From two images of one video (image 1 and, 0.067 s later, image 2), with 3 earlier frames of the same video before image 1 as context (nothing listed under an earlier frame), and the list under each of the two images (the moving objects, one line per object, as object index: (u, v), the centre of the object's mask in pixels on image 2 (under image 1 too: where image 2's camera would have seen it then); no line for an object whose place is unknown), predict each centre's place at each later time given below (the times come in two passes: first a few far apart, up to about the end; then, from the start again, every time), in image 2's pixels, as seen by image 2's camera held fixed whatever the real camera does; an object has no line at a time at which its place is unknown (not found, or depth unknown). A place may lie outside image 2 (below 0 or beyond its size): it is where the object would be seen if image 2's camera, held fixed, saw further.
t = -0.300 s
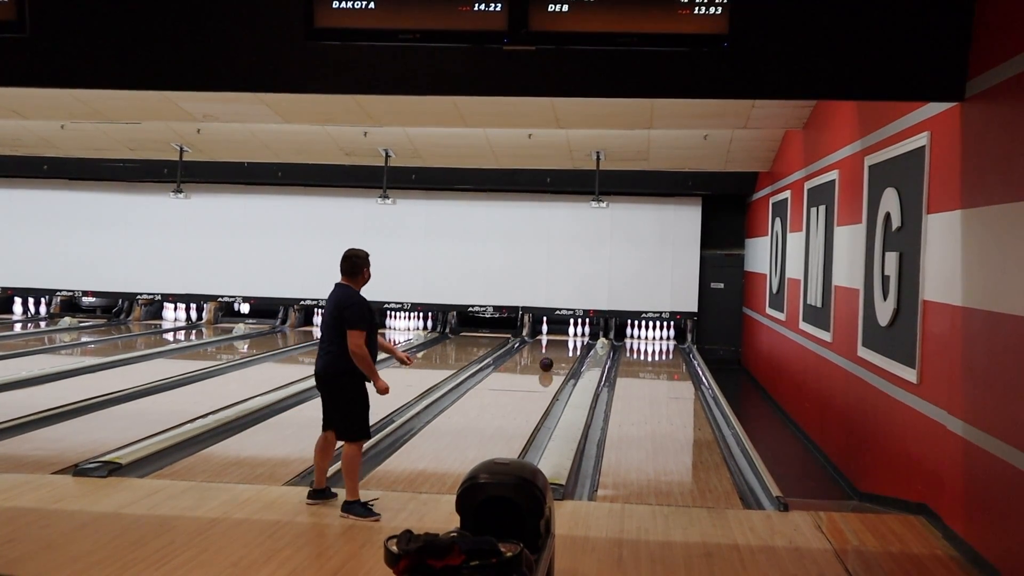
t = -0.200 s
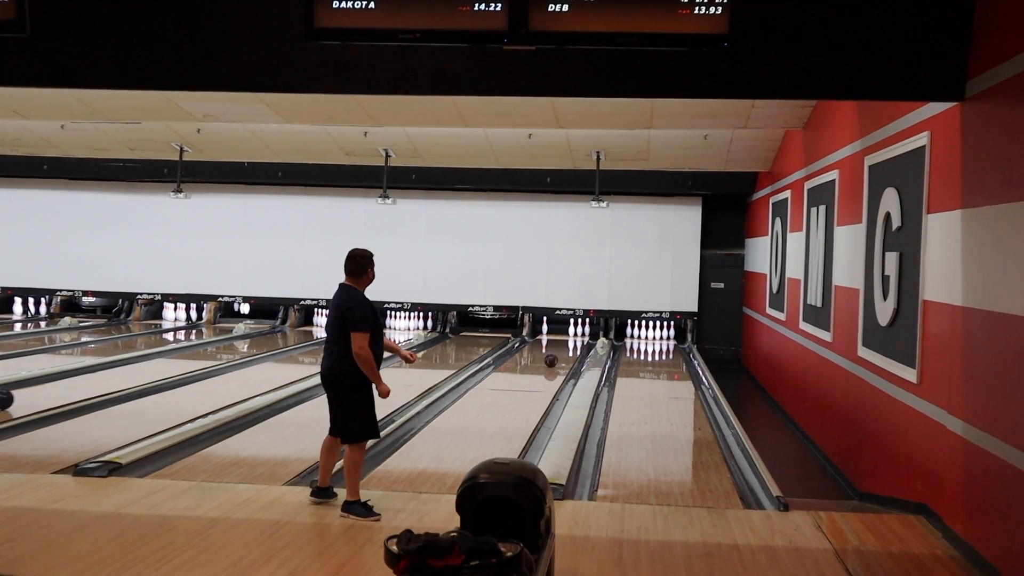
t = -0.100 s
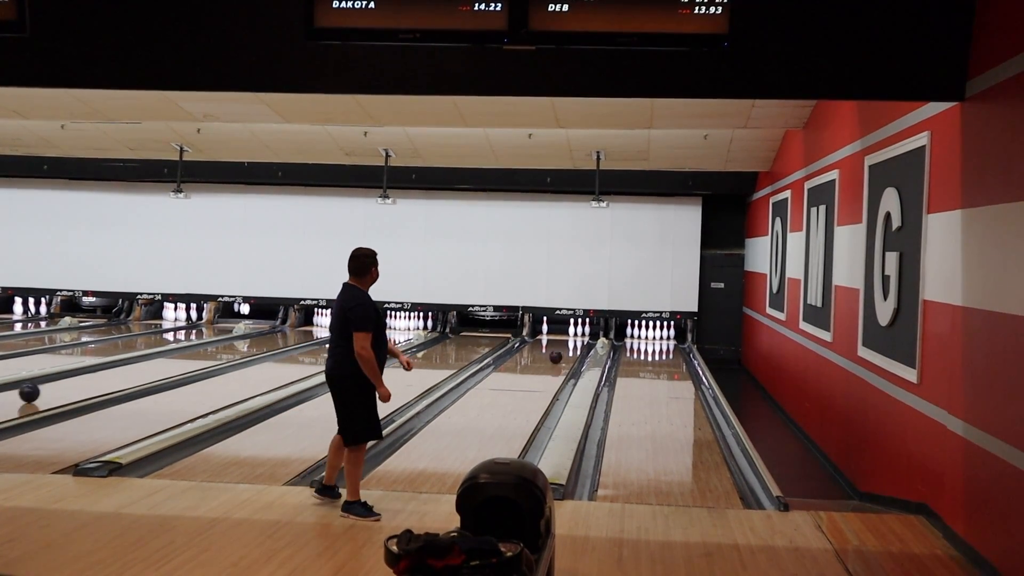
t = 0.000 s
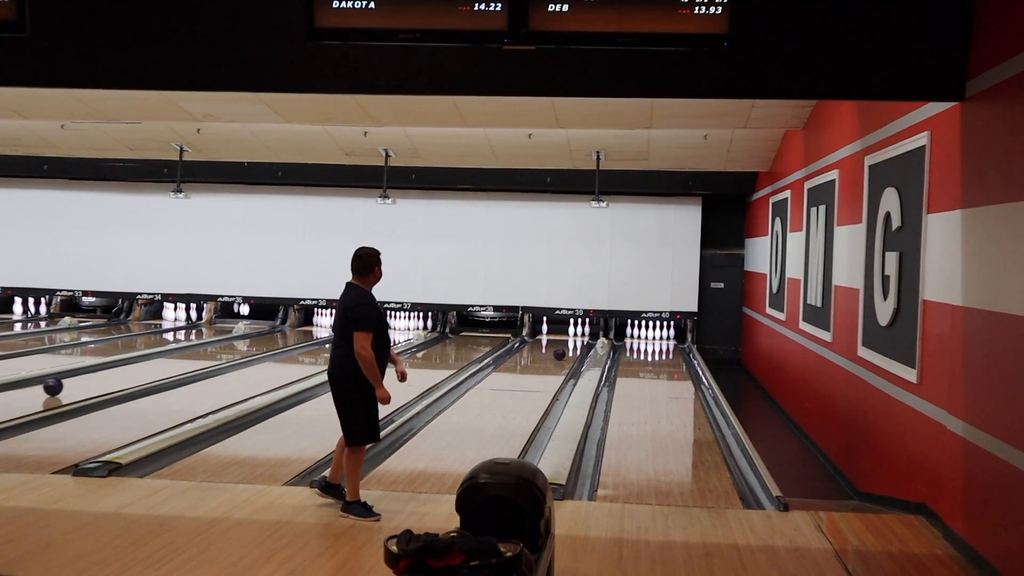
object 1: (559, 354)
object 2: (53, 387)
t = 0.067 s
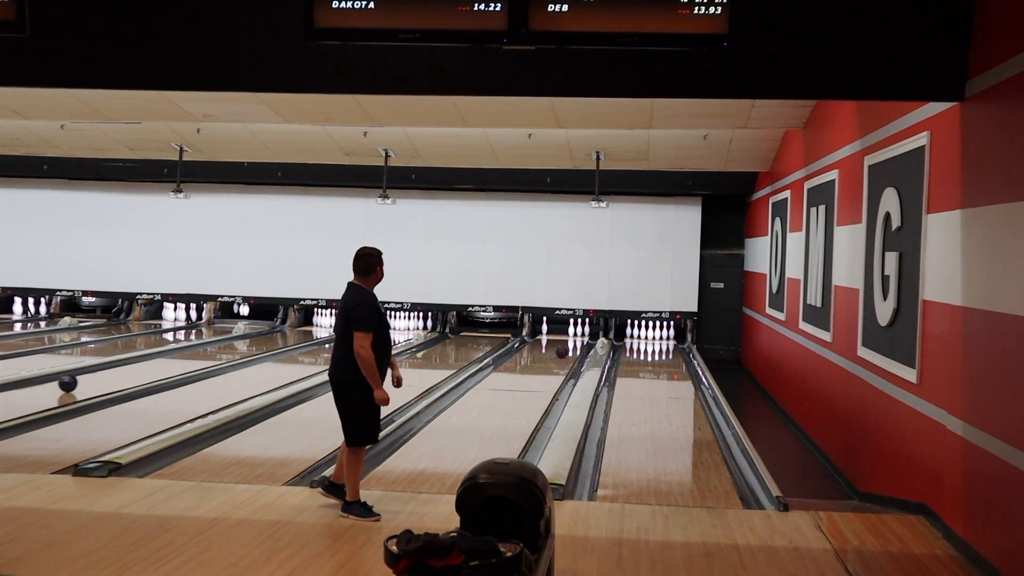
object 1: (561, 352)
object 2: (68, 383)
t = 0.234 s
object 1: (566, 347)
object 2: (101, 375)
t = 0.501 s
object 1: (571, 342)
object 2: (146, 364)
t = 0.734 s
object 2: (180, 355)
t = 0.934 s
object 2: (205, 350)
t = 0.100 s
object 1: (562, 351)
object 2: (75, 382)
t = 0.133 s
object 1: (563, 350)
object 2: (81, 380)
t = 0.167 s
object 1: (564, 349)
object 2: (88, 378)
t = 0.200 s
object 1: (565, 348)
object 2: (95, 377)
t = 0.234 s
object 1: (566, 347)
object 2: (101, 375)
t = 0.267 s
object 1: (567, 346)
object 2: (107, 373)
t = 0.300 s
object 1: (568, 345)
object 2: (114, 372)
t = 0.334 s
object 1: (569, 345)
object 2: (119, 370)
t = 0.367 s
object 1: (570, 344)
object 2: (125, 369)
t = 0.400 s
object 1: (570, 343)
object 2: (131, 367)
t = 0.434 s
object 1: (570, 342)
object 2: (136, 366)
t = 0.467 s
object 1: (571, 342)
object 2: (142, 365)
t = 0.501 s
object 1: (571, 342)
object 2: (146, 364)
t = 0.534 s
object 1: (571, 340)
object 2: (152, 363)
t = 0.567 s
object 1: (572, 340)
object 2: (157, 361)
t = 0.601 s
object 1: (572, 339)
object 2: (161, 360)
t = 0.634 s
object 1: (572, 338)
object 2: (166, 359)
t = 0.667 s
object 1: (572, 337)
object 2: (171, 357)
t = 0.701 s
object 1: (572, 336)
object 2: (175, 356)
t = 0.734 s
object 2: (180, 355)
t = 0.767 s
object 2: (184, 354)
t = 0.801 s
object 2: (188, 353)
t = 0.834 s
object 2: (193, 352)
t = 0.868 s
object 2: (197, 352)
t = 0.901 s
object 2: (201, 350)
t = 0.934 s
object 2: (205, 350)
